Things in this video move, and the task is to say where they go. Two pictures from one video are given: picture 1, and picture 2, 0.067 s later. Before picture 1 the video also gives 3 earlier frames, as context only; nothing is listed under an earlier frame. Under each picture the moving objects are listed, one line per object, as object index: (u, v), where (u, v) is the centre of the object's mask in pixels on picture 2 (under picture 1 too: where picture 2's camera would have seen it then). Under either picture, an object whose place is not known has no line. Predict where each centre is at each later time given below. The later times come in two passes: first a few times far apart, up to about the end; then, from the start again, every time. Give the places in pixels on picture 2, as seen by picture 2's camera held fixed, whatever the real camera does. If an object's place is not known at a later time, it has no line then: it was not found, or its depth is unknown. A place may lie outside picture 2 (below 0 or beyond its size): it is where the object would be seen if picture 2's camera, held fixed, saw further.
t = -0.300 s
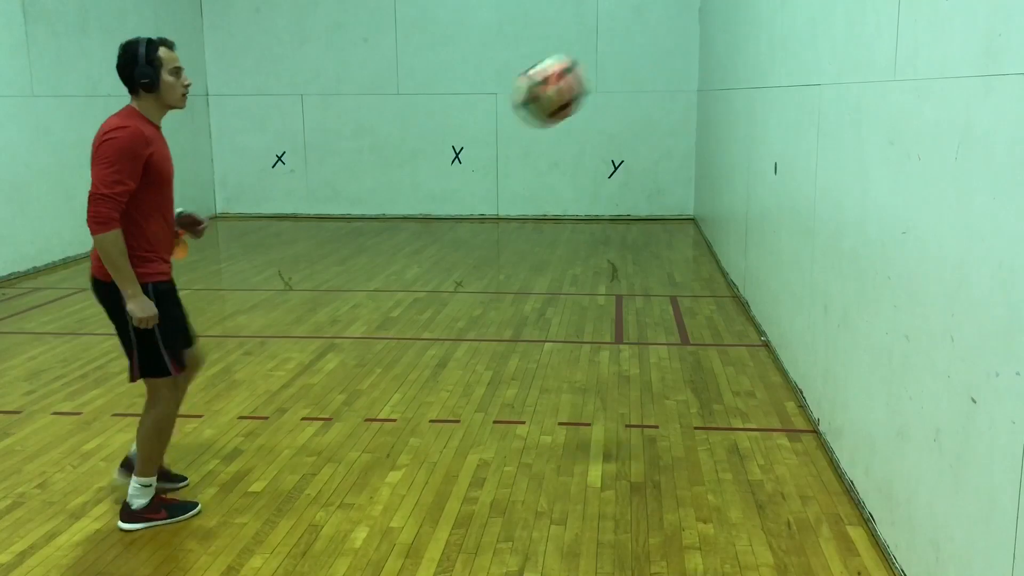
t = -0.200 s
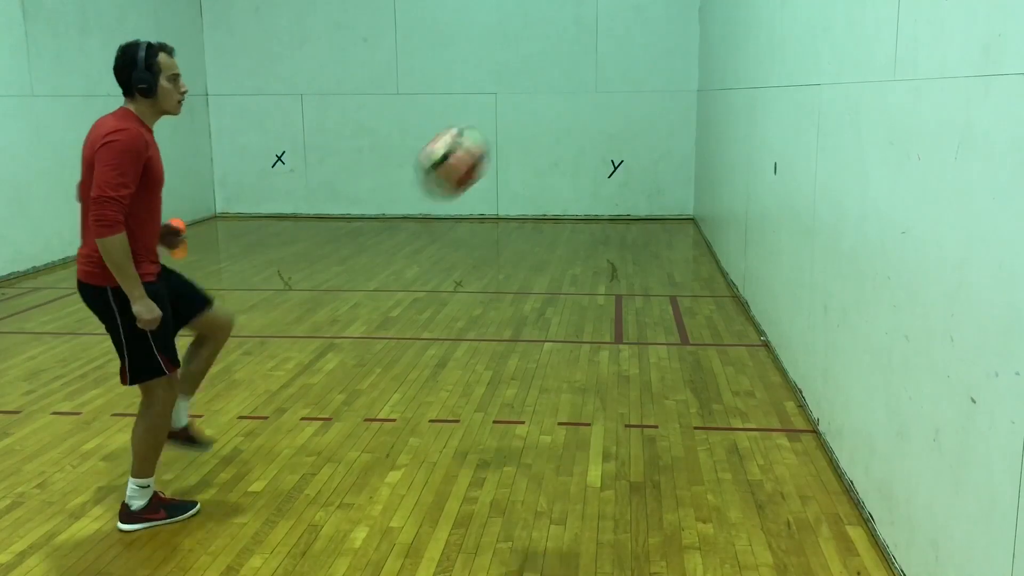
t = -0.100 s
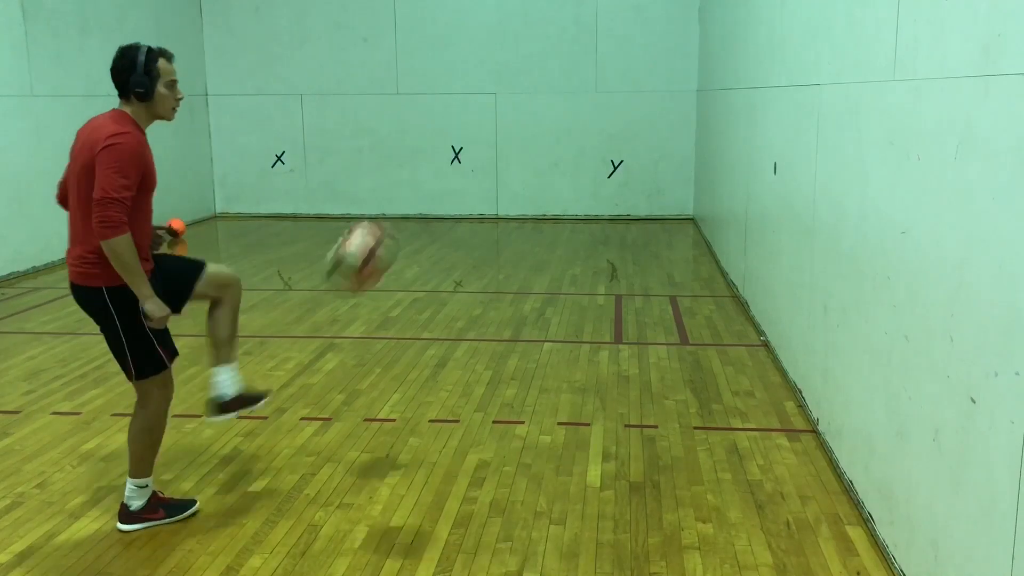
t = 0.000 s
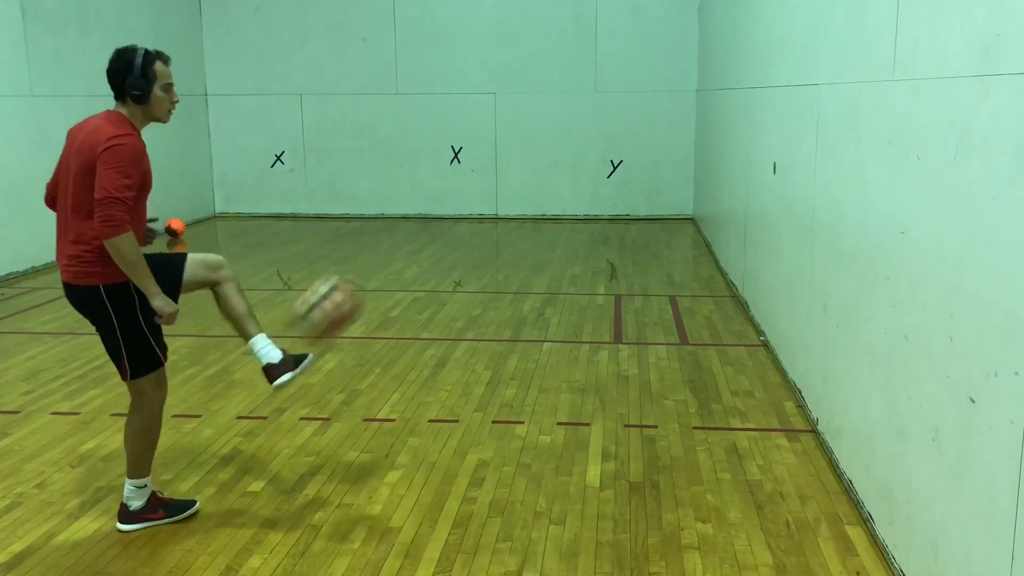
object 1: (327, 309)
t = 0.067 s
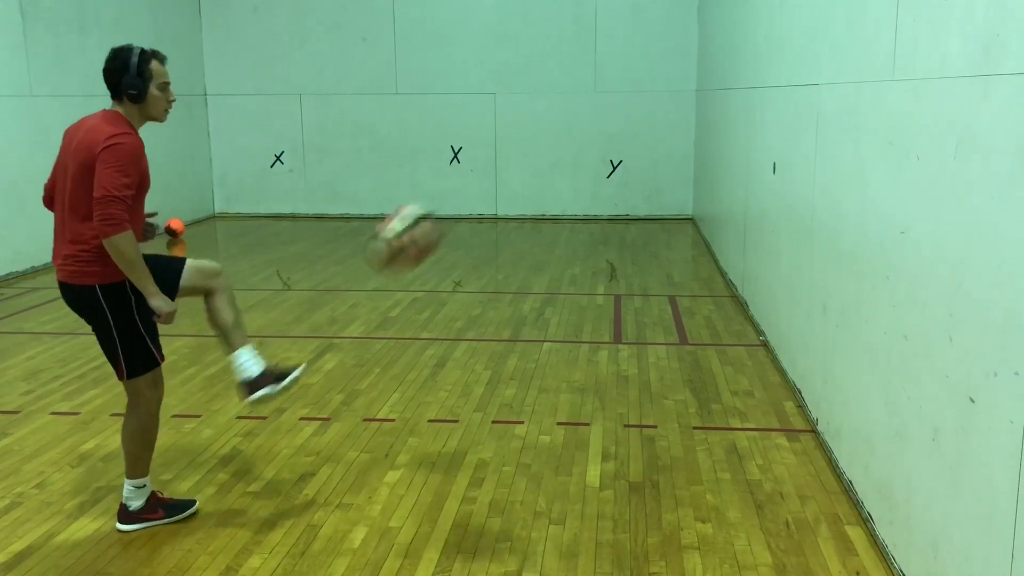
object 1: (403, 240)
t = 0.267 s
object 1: (659, 77)
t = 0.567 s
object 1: (691, 28)
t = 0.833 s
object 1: (443, 183)
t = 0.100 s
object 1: (446, 207)
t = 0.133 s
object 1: (487, 177)
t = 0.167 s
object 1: (530, 148)
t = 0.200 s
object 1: (572, 122)
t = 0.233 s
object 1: (615, 98)
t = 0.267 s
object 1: (659, 77)
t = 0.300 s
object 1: (702, 59)
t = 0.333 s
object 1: (747, 44)
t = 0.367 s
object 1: (791, 32)
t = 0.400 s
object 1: (837, 26)
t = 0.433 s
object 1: (831, 23)
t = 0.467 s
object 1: (794, 21)
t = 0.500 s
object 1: (758, 21)
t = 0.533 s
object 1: (724, 23)
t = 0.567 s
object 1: (691, 28)
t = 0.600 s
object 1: (657, 37)
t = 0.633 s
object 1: (626, 50)
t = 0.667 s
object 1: (594, 66)
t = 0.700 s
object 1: (562, 85)
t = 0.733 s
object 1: (531, 106)
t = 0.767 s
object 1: (502, 129)
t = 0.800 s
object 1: (472, 156)
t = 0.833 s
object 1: (443, 183)
